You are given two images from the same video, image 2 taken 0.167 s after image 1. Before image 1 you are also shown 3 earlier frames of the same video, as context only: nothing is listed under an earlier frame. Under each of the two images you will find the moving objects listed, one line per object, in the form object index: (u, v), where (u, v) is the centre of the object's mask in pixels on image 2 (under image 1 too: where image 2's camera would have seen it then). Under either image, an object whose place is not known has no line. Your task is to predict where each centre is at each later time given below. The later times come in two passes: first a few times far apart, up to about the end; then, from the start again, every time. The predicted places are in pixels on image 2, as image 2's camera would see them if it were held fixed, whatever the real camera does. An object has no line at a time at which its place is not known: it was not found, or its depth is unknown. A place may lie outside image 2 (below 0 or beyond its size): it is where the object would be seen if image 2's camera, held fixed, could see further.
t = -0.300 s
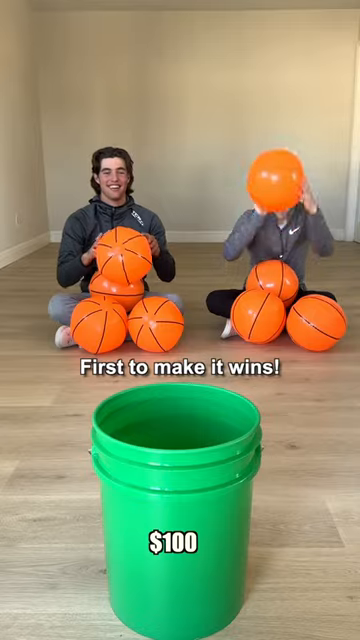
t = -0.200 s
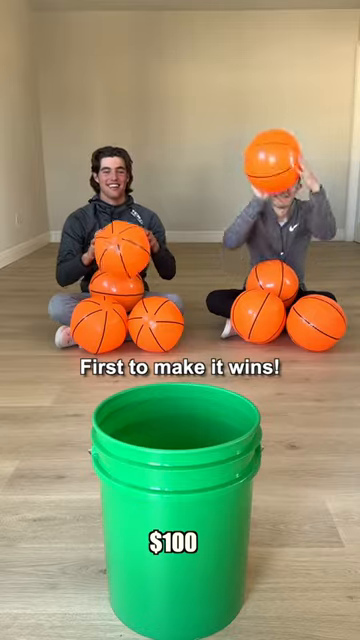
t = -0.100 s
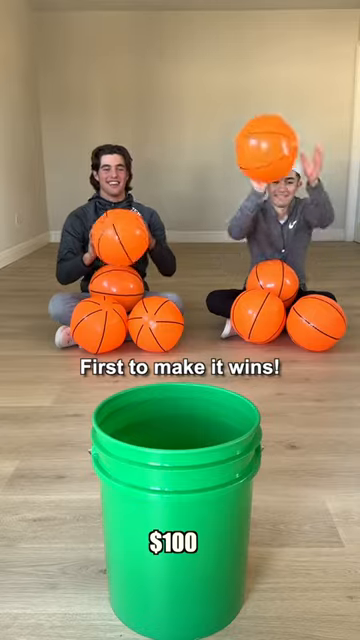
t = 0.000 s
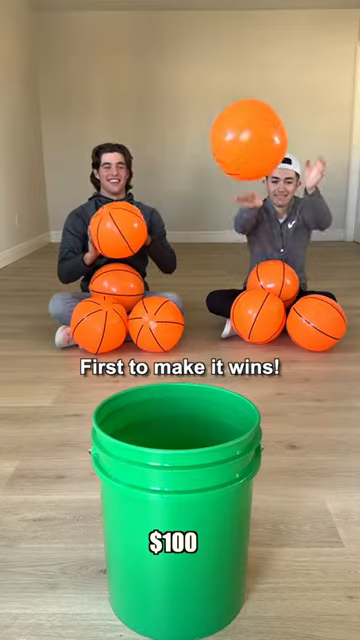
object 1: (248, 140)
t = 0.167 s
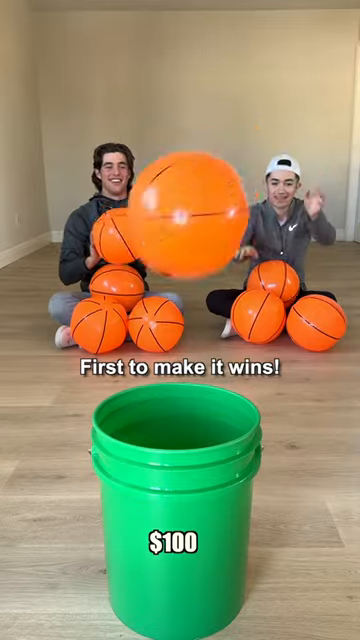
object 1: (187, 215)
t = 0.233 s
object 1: (153, 295)
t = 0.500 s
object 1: (251, 71)
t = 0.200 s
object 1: (171, 250)
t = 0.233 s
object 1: (153, 295)
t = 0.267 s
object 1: (133, 360)
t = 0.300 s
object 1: (139, 341)
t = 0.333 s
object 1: (153, 282)
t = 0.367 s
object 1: (170, 232)
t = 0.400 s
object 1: (187, 181)
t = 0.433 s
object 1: (207, 133)
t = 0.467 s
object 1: (235, 86)
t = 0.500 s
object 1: (251, 71)
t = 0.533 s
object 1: (264, 60)
